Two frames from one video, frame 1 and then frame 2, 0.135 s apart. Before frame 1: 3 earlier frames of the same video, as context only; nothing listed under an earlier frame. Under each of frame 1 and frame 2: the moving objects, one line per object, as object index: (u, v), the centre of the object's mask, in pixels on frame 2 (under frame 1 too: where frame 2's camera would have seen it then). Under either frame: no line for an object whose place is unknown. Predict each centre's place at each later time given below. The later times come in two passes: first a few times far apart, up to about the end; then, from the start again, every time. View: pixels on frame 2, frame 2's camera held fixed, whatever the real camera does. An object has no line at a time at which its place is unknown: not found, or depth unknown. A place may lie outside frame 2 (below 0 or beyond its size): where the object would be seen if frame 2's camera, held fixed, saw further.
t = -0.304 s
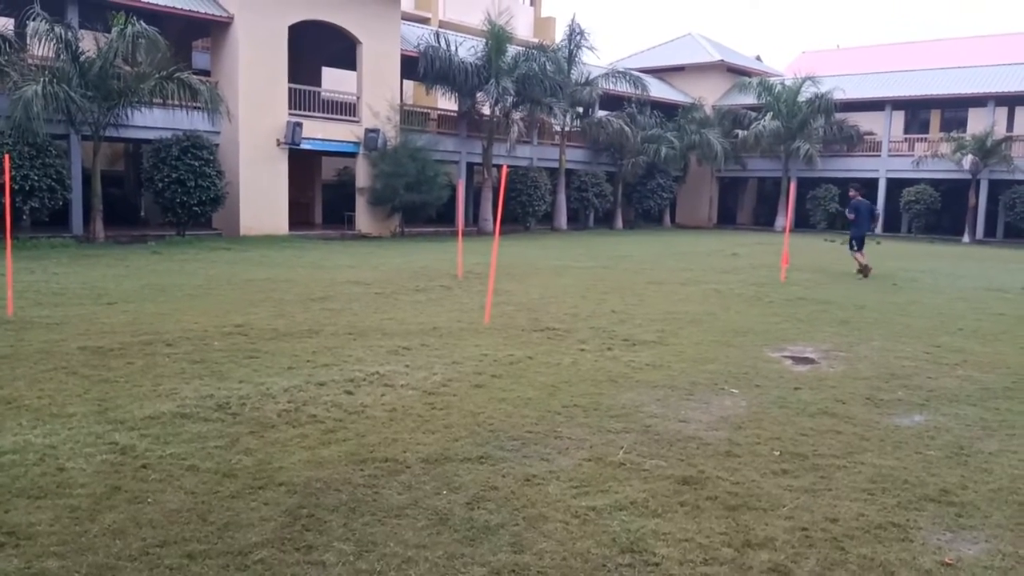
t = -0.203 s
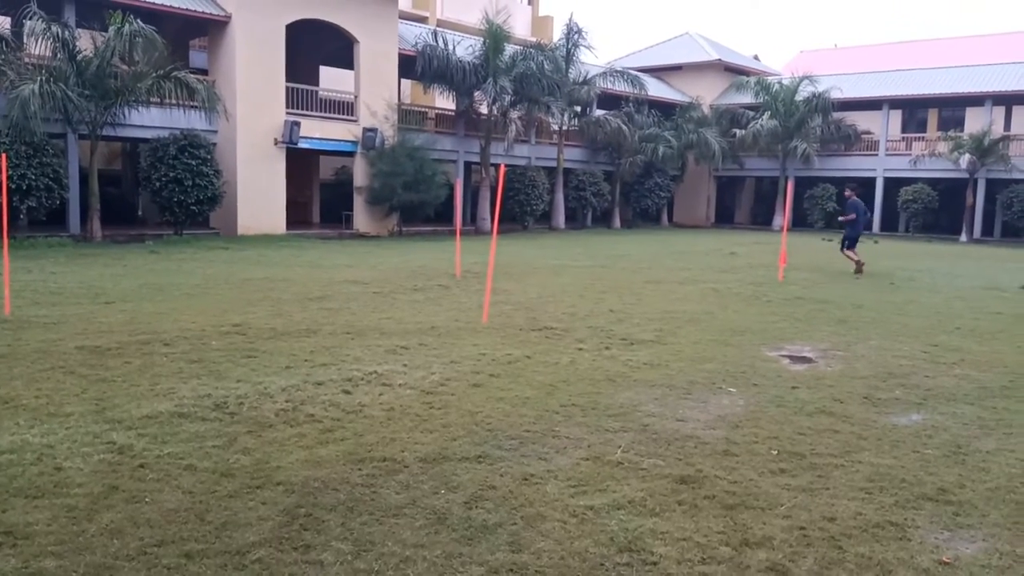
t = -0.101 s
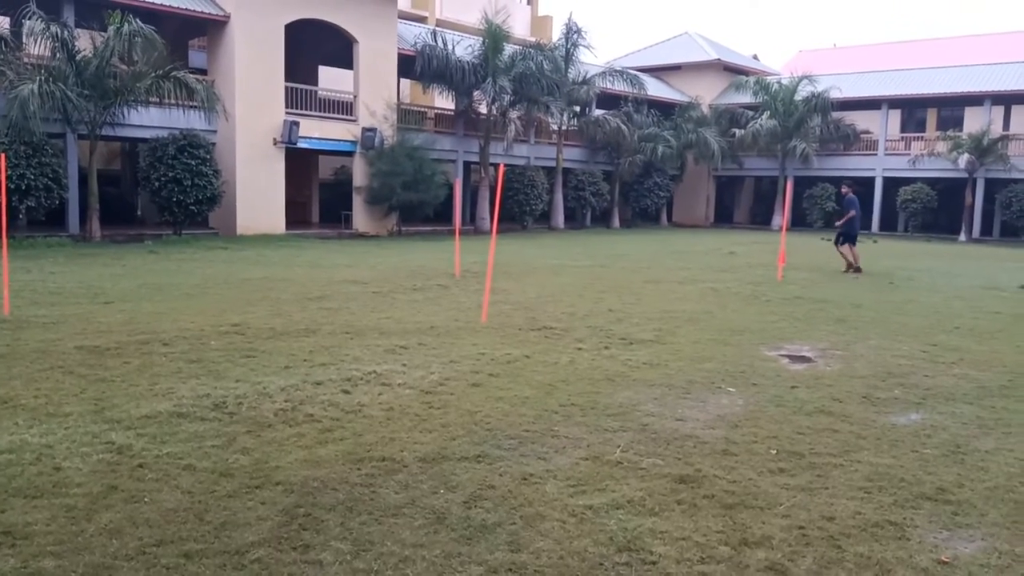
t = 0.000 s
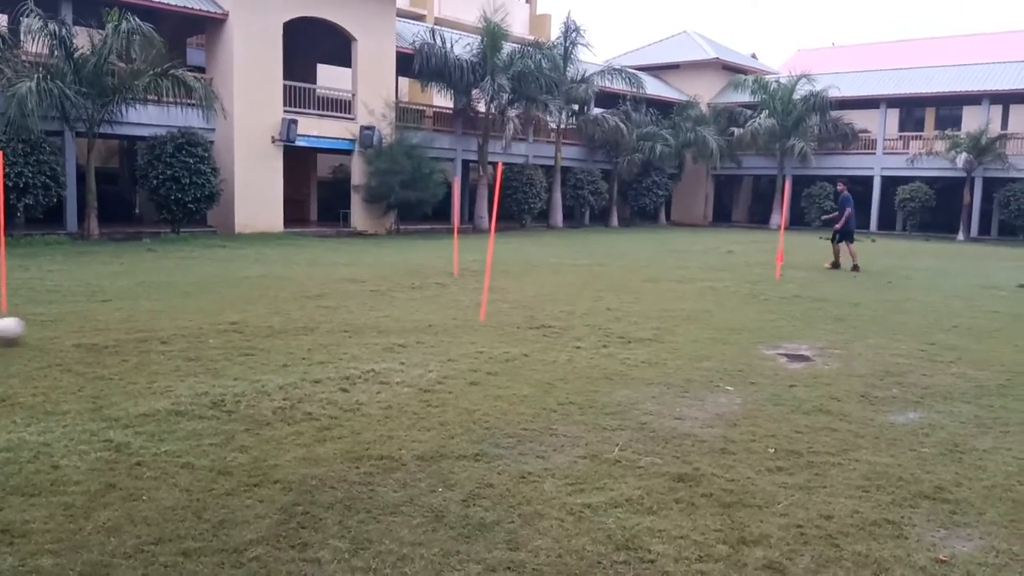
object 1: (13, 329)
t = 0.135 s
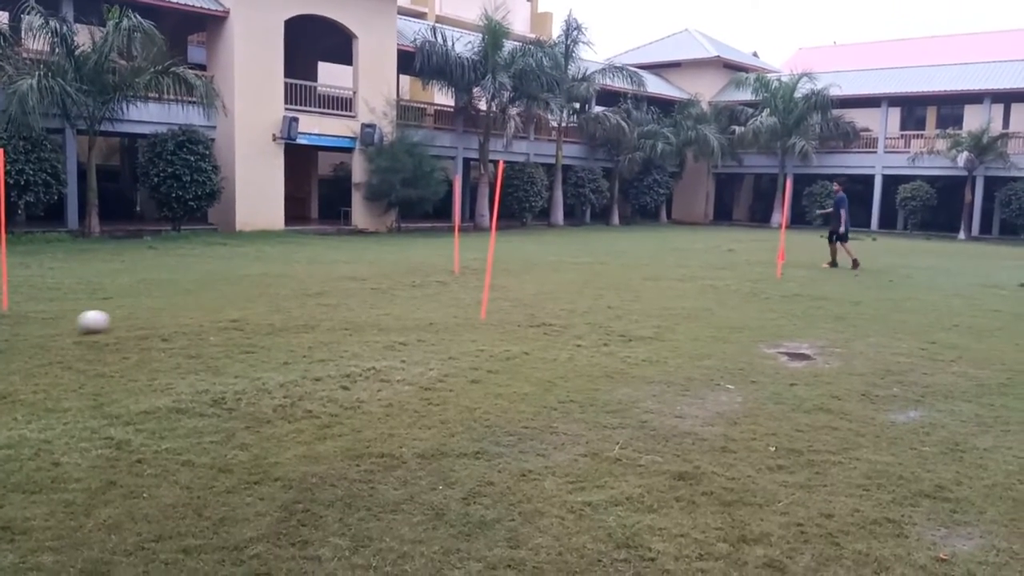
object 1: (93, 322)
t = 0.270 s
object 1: (166, 311)
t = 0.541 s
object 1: (284, 302)
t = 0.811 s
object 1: (375, 296)
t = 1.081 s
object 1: (447, 288)
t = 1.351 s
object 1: (503, 283)
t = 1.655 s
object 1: (554, 277)
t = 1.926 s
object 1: (591, 272)
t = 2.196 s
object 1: (621, 270)
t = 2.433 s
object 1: (644, 268)
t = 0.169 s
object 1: (112, 319)
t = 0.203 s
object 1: (131, 315)
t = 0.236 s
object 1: (149, 312)
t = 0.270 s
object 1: (166, 311)
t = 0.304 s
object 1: (183, 311)
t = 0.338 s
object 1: (198, 311)
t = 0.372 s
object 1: (213, 309)
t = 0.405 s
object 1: (228, 306)
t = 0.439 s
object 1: (243, 305)
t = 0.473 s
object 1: (258, 305)
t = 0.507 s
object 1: (271, 304)
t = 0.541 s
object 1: (284, 302)
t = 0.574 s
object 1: (297, 301)
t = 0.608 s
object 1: (309, 301)
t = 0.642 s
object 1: (321, 300)
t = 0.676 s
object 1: (332, 299)
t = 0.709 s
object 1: (343, 299)
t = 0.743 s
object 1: (355, 298)
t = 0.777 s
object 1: (365, 297)
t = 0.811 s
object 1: (375, 296)
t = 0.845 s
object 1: (385, 294)
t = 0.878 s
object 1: (395, 294)
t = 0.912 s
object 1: (404, 293)
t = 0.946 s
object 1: (413, 292)
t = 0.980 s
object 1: (421, 291)
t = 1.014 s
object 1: (430, 290)
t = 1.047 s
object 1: (439, 289)
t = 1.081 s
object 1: (447, 288)
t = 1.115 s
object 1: (455, 287)
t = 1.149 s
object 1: (462, 286)
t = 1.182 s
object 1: (469, 286)
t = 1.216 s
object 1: (476, 285)
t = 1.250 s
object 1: (483, 284)
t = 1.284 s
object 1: (491, 283)
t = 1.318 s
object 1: (497, 284)
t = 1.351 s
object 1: (503, 283)
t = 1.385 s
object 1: (509, 282)
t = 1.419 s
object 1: (515, 281)
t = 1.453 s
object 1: (521, 281)
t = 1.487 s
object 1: (527, 280)
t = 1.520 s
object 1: (533, 280)
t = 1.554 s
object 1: (538, 279)
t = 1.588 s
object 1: (544, 279)
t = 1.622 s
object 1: (549, 278)
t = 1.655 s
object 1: (554, 277)
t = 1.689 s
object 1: (559, 277)
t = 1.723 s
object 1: (564, 276)
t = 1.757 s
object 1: (568, 275)
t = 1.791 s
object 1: (574, 275)
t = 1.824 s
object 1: (578, 274)
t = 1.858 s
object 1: (582, 274)
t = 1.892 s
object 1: (586, 273)
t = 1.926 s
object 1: (591, 272)
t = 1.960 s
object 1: (595, 272)
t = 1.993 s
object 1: (599, 272)
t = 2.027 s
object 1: (603, 272)
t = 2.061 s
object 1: (607, 271)
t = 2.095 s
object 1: (610, 270)
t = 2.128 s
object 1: (614, 270)
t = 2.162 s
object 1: (617, 269)
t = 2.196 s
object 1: (621, 270)
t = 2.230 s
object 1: (624, 269)
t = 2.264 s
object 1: (628, 269)
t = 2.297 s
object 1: (631, 269)
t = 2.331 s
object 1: (634, 269)
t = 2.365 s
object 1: (638, 268)
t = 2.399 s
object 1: (641, 268)
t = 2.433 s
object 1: (644, 268)
